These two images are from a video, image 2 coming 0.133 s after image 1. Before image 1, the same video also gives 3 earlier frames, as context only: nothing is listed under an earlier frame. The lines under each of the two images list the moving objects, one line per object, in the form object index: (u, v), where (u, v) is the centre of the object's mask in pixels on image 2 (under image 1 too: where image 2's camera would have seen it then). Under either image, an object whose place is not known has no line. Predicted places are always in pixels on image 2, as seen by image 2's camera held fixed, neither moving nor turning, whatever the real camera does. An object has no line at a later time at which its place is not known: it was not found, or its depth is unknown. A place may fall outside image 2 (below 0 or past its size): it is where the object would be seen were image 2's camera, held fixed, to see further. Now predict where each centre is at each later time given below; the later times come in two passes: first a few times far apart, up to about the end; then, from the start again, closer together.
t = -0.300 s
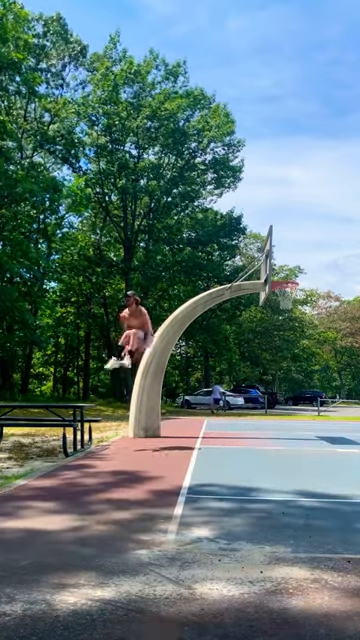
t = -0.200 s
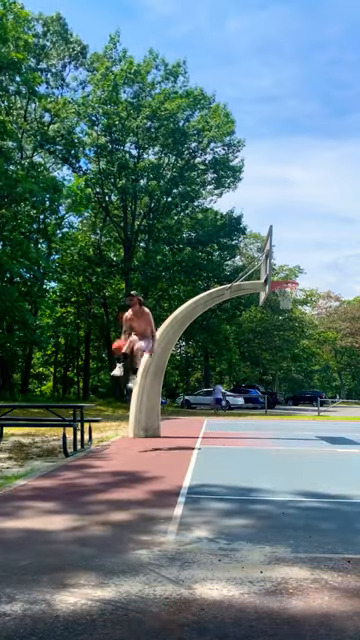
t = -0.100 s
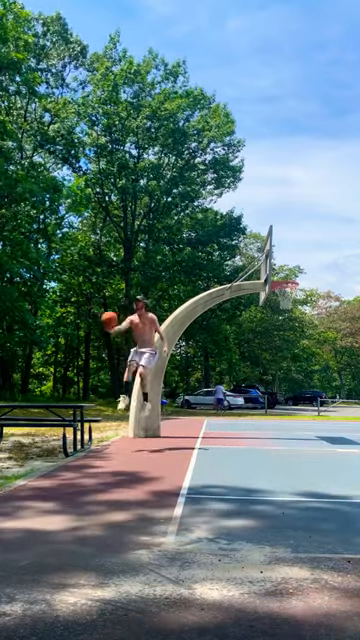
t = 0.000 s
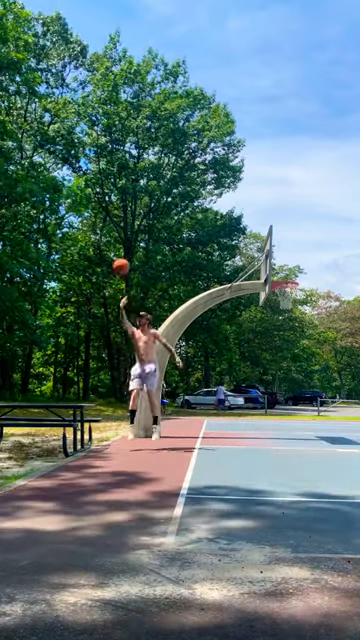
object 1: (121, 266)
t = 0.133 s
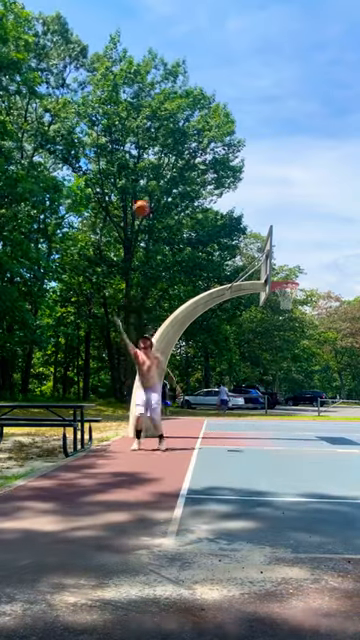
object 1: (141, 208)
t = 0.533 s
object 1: (191, 112)
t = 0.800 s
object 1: (219, 102)
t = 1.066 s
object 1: (244, 127)
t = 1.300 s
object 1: (265, 176)
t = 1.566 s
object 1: (288, 260)
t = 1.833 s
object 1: (291, 290)
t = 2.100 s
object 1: (289, 301)
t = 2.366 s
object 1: (277, 338)
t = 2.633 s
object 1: (266, 406)
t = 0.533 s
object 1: (191, 112)
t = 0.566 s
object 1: (194, 109)
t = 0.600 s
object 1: (198, 106)
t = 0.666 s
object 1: (205, 103)
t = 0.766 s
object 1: (214, 101)
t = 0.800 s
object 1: (219, 102)
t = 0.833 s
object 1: (221, 104)
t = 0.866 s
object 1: (224, 105)
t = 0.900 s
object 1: (228, 107)
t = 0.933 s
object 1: (231, 110)
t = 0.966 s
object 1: (235, 114)
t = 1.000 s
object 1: (238, 118)
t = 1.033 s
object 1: (241, 122)
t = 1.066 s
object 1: (244, 127)
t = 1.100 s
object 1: (247, 133)
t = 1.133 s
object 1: (249, 139)
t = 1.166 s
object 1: (253, 145)
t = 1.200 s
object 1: (256, 152)
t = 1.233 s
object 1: (259, 160)
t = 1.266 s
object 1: (262, 167)
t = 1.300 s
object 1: (265, 176)
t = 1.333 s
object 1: (268, 185)
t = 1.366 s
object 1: (271, 194)
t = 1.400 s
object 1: (273, 204)
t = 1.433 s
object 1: (276, 214)
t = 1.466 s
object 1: (279, 225)
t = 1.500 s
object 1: (282, 236)
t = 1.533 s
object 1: (285, 248)
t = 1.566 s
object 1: (288, 260)
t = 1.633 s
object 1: (292, 283)
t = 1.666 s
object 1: (292, 286)
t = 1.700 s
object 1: (285, 289)
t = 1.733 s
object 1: (286, 290)
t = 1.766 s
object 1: (288, 290)
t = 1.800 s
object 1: (290, 290)
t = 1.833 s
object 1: (291, 290)
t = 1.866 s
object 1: (291, 290)
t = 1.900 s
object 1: (290, 291)
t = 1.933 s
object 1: (291, 291)
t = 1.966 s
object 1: (292, 290)
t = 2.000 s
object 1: (292, 293)
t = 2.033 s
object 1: (291, 292)
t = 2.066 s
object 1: (290, 295)
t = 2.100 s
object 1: (289, 301)
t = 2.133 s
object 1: (290, 304)
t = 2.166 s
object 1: (287, 307)
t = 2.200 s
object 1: (287, 311)
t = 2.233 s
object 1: (285, 313)
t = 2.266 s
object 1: (283, 320)
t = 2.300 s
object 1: (280, 326)
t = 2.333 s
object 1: (279, 331)
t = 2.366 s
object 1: (277, 338)
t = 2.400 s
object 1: (276, 344)
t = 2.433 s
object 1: (274, 352)
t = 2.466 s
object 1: (272, 360)
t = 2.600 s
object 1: (267, 395)
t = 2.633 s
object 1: (266, 406)
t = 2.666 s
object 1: (264, 416)
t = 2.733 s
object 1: (262, 424)
